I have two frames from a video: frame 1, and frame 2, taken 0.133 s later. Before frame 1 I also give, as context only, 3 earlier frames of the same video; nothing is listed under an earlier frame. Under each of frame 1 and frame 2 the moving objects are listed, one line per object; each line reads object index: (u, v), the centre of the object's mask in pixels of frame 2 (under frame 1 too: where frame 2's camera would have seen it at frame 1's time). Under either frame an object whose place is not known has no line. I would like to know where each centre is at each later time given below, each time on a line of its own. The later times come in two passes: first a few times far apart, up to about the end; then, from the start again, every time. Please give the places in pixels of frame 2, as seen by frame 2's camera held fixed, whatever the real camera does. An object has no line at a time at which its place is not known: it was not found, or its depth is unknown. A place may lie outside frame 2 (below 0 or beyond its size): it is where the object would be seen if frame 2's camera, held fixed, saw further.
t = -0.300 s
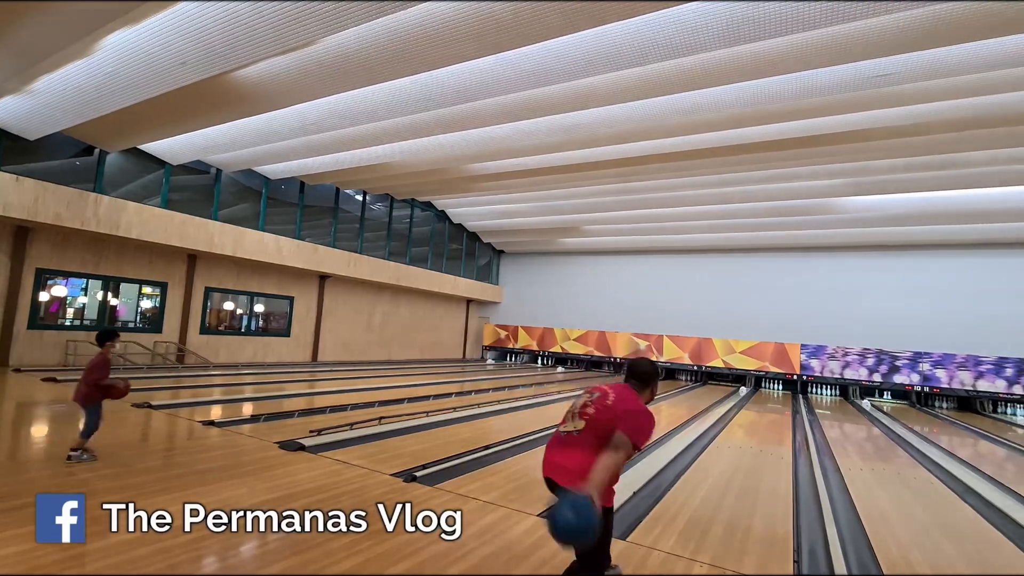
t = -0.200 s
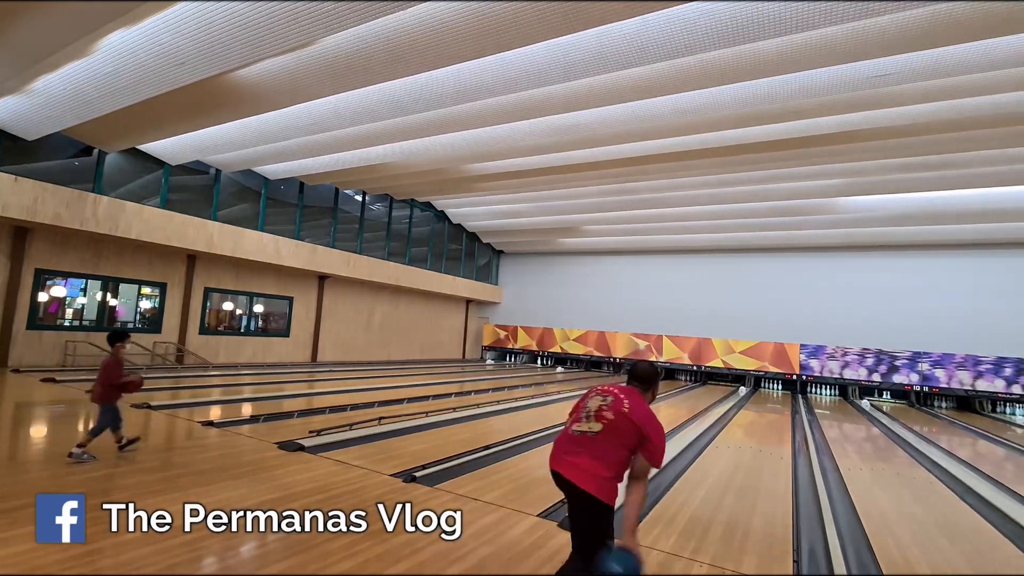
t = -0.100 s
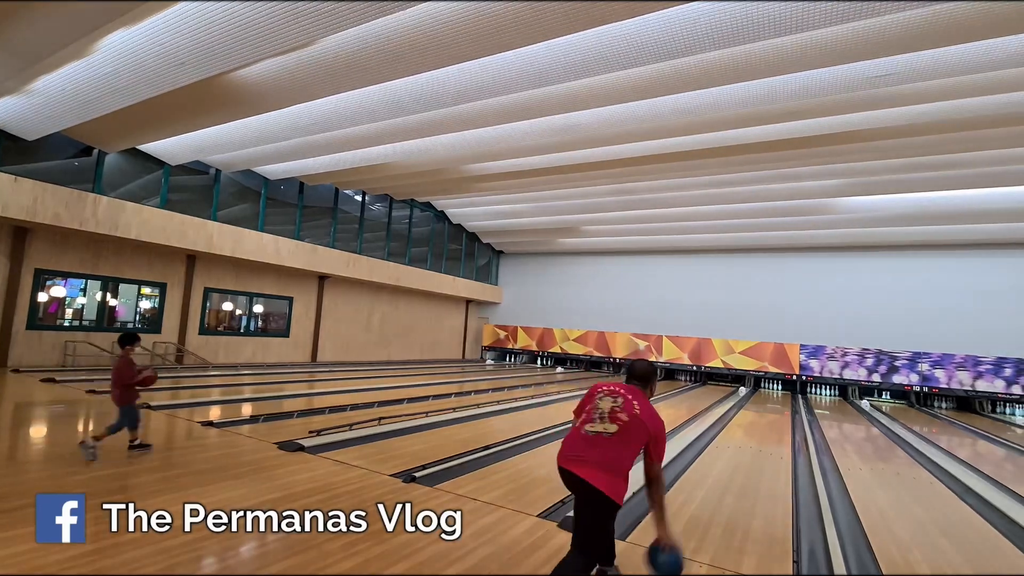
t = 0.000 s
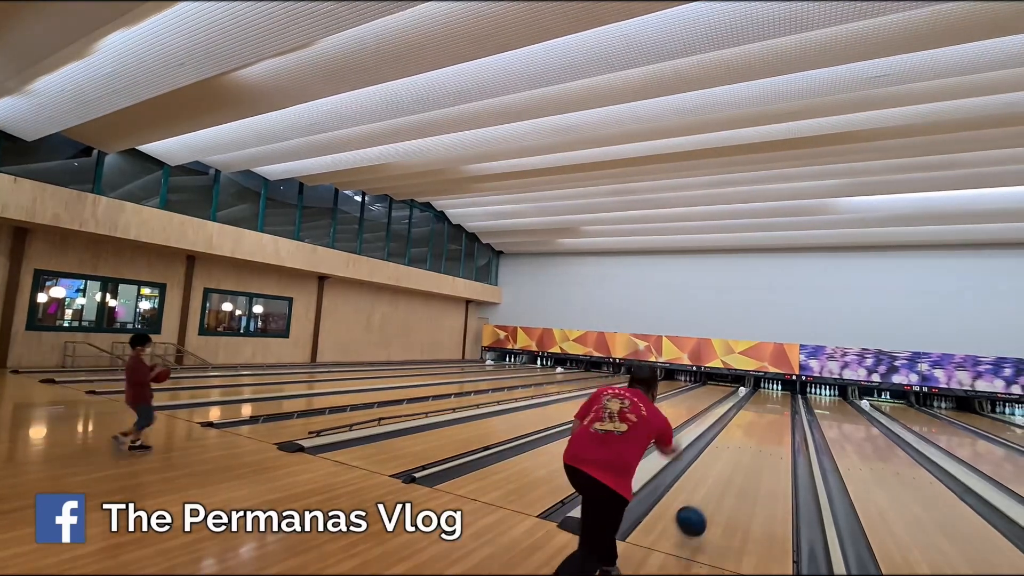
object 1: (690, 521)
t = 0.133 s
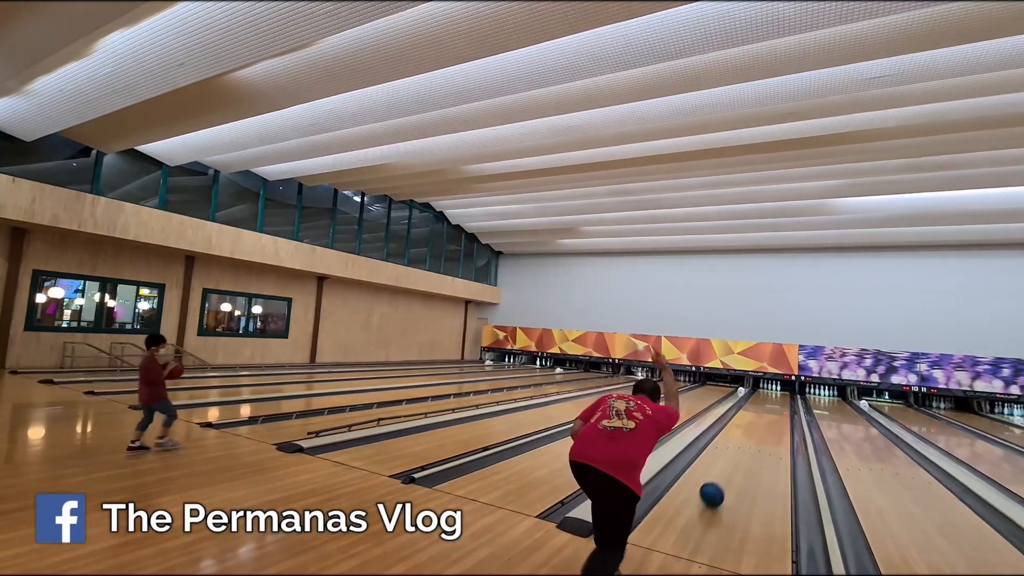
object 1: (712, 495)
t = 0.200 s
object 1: (719, 482)
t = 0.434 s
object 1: (737, 451)
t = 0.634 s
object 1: (747, 434)
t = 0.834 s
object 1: (753, 423)
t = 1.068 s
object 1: (758, 413)
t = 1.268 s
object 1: (761, 407)
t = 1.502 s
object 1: (763, 402)
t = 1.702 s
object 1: (765, 397)
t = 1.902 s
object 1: (766, 395)
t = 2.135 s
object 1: (767, 392)
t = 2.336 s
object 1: (768, 389)
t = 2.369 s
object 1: (768, 388)
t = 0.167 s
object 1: (716, 488)
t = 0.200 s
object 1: (719, 482)
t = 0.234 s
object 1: (723, 476)
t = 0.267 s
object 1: (726, 471)
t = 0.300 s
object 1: (728, 466)
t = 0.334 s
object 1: (731, 462)
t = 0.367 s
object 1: (733, 458)
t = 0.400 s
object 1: (736, 454)
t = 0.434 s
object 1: (737, 451)
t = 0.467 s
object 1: (739, 447)
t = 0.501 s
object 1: (741, 444)
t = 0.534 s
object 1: (742, 441)
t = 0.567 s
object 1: (744, 439)
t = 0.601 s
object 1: (746, 436)
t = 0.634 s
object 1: (747, 434)
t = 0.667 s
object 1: (748, 432)
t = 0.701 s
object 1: (749, 430)
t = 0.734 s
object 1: (750, 428)
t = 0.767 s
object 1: (751, 426)
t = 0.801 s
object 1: (752, 424)
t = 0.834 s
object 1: (753, 423)
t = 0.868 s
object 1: (754, 421)
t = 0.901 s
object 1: (755, 420)
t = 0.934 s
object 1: (755, 418)
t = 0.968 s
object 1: (756, 417)
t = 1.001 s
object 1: (757, 415)
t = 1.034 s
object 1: (757, 414)
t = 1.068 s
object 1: (758, 413)
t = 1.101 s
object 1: (759, 412)
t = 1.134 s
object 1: (759, 411)
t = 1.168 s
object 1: (760, 410)
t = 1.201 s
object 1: (760, 409)
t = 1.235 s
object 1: (761, 408)
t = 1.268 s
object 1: (761, 407)
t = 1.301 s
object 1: (761, 406)
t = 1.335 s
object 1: (762, 405)
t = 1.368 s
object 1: (762, 405)
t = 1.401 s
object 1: (763, 404)
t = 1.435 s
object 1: (763, 403)
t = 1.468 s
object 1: (763, 402)
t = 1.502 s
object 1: (763, 402)
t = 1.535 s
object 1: (764, 401)
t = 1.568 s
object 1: (764, 400)
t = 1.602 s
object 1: (765, 400)
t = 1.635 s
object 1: (765, 399)
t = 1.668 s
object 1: (765, 398)
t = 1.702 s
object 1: (765, 397)
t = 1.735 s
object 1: (765, 397)
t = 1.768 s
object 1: (765, 396)
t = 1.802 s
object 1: (765, 396)
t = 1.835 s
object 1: (766, 395)
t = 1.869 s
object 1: (766, 395)
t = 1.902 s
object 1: (766, 395)
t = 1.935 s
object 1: (766, 394)
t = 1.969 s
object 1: (766, 394)
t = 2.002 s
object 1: (766, 393)
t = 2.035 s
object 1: (767, 393)
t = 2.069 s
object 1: (767, 392)
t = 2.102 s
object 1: (767, 392)
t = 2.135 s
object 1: (767, 392)
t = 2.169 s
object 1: (767, 391)
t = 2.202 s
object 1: (767, 390)
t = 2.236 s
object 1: (767, 390)
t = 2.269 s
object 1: (767, 390)
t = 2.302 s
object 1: (768, 389)
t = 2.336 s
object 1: (768, 389)
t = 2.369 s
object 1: (768, 388)
